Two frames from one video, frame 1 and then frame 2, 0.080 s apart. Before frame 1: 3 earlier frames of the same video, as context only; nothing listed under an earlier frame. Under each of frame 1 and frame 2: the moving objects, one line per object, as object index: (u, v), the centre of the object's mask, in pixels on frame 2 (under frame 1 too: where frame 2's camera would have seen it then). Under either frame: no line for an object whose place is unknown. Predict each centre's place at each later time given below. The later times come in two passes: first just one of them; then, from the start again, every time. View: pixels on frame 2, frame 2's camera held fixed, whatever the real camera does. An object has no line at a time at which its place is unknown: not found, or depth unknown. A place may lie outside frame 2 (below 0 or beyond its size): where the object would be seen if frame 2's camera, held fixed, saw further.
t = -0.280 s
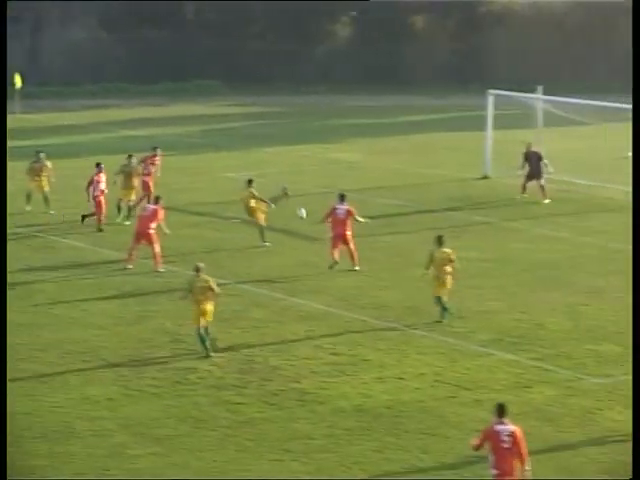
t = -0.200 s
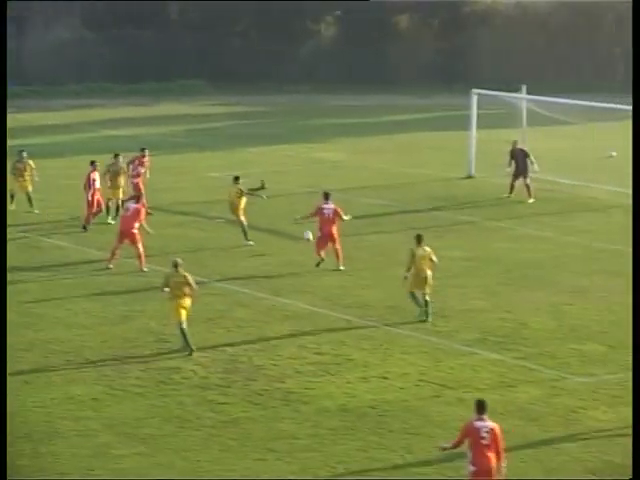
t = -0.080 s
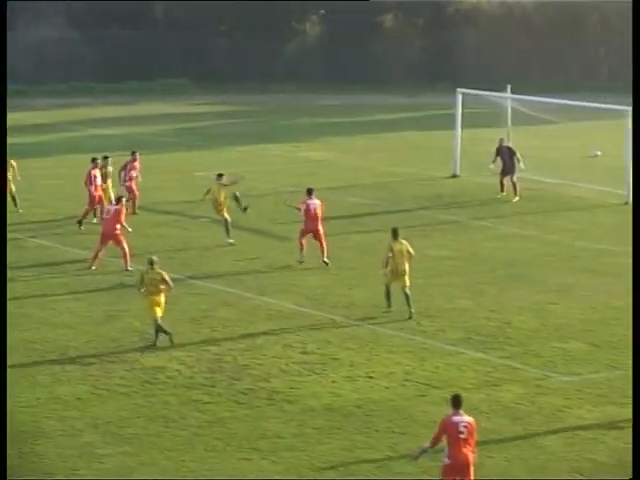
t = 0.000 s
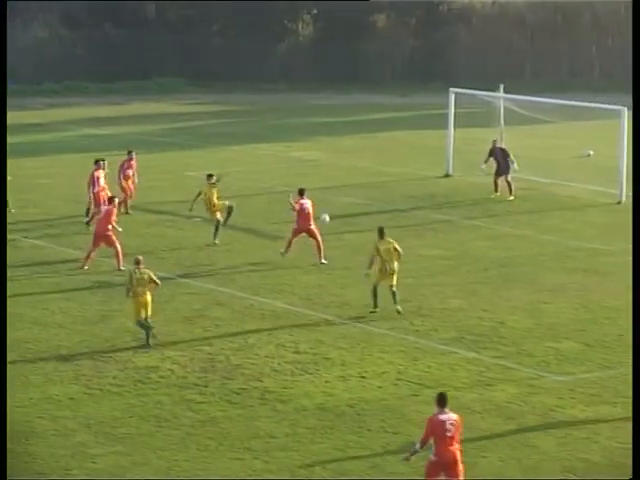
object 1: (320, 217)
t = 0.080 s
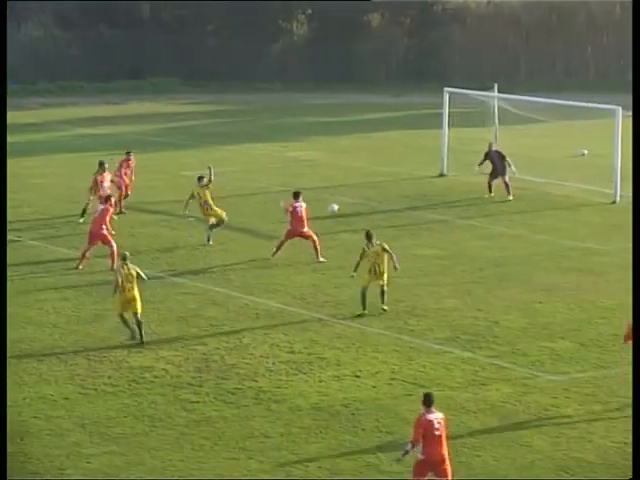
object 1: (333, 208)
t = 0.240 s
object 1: (362, 195)
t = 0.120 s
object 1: (340, 204)
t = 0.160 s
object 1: (347, 200)
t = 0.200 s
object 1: (355, 196)
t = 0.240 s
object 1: (362, 195)
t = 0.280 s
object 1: (367, 194)
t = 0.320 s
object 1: (372, 193)
